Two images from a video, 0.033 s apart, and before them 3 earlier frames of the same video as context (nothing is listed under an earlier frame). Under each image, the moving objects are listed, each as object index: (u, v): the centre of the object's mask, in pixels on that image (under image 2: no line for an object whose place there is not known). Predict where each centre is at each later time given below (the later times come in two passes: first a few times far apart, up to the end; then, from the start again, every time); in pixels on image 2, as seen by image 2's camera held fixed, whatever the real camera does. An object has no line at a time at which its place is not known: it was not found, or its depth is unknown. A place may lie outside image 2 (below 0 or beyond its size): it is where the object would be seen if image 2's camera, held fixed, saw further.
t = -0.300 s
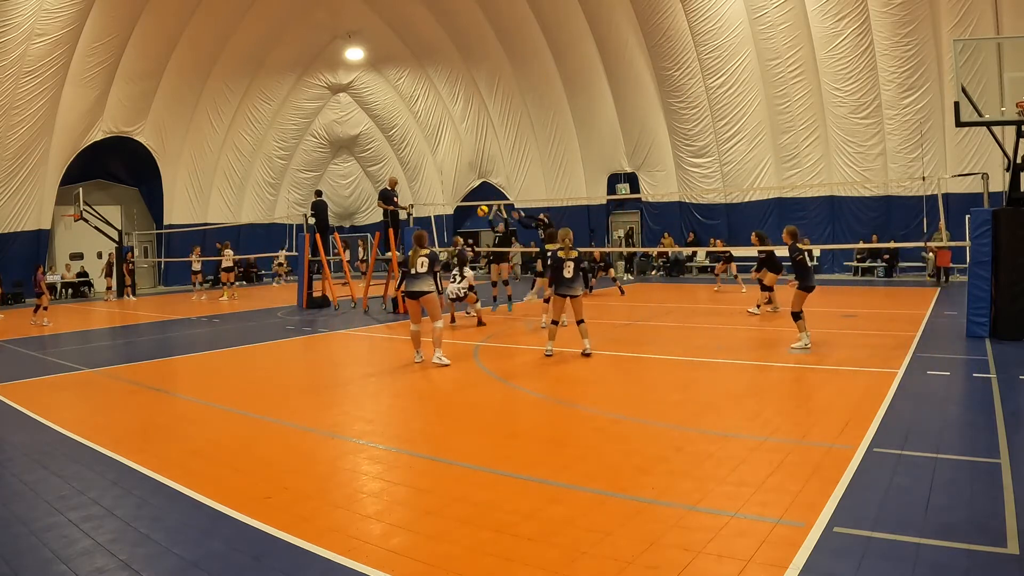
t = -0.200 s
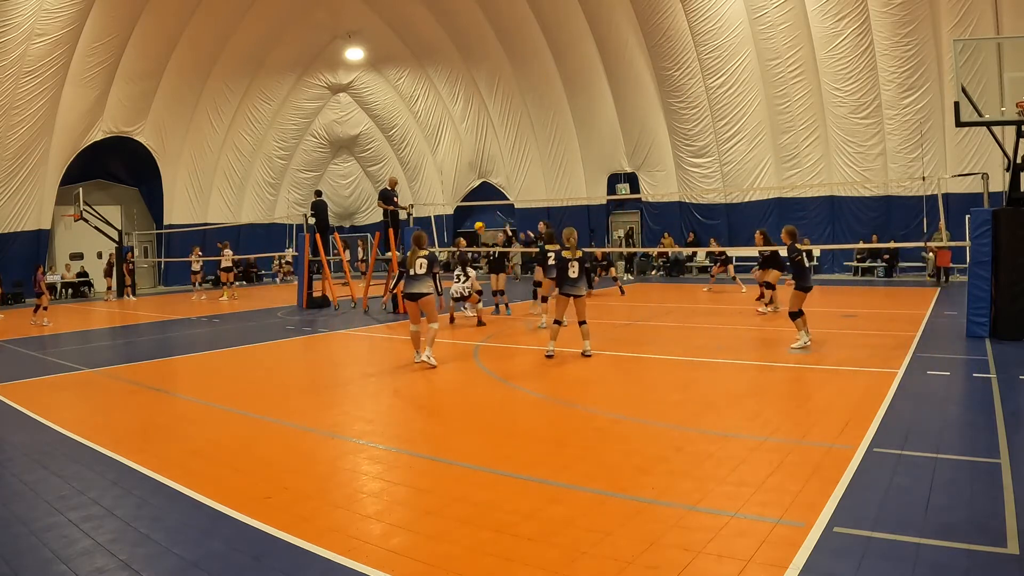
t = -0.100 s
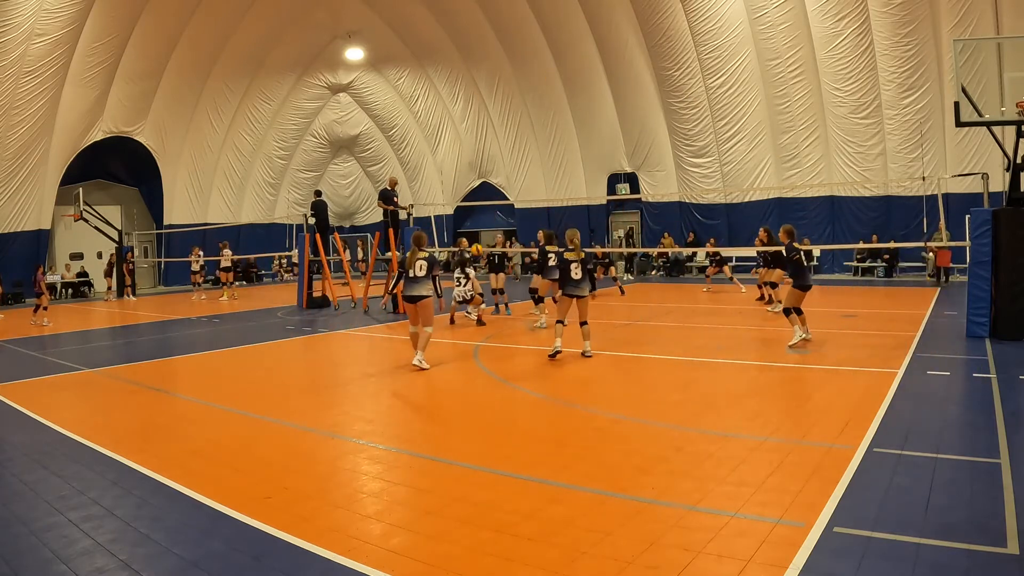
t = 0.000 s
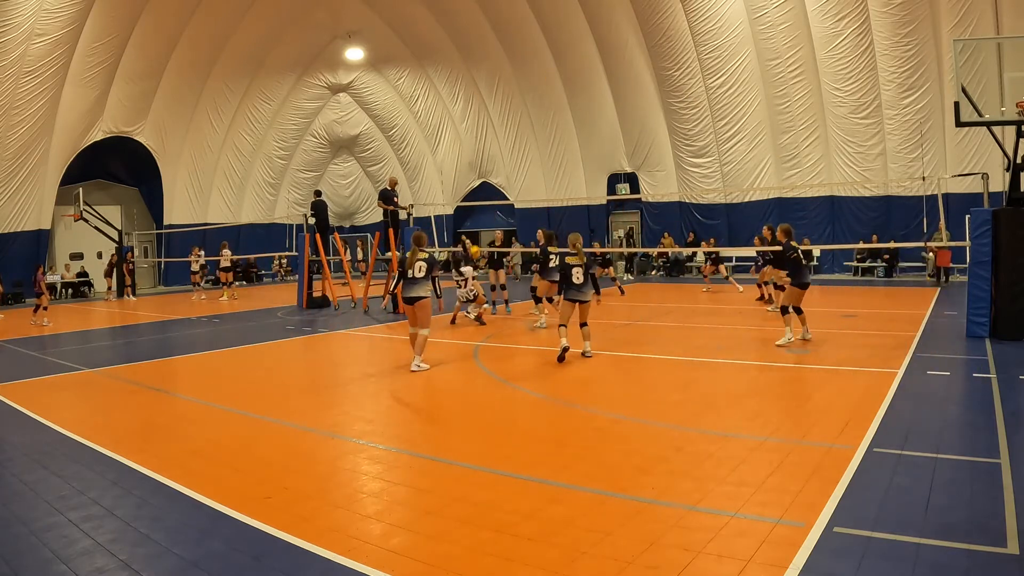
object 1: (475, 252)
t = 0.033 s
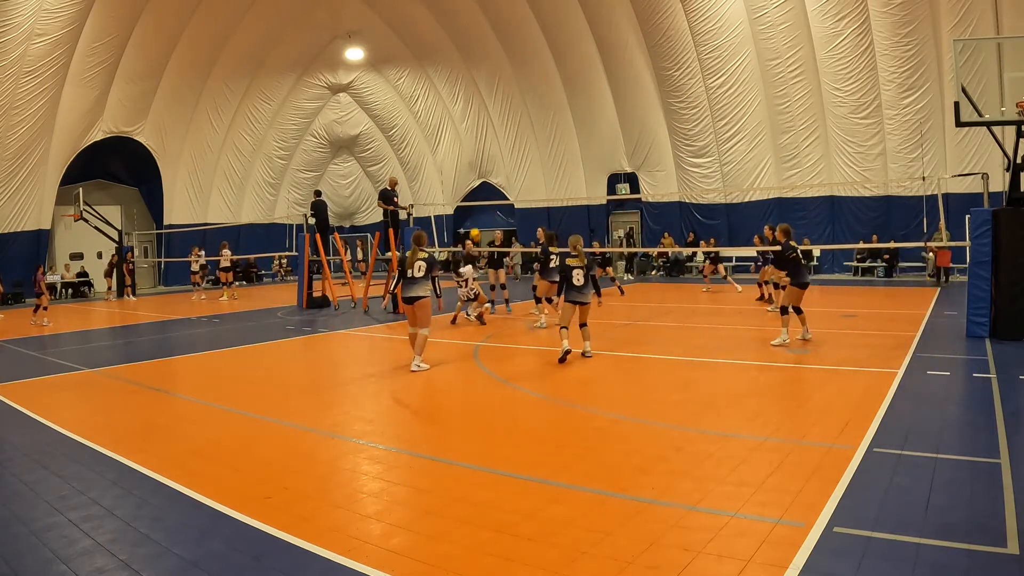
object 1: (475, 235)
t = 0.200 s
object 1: (475, 157)
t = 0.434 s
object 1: (476, 77)
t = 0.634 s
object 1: (476, 33)
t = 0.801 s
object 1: (478, 12)
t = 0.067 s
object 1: (475, 217)
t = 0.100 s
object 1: (475, 201)
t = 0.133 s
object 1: (475, 187)
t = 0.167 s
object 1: (476, 171)
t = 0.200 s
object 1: (475, 157)
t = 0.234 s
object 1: (475, 143)
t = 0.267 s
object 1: (475, 130)
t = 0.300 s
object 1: (474, 118)
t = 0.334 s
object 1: (475, 107)
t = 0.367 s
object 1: (475, 96)
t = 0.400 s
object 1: (475, 86)
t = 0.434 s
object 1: (476, 77)
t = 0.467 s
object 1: (475, 68)
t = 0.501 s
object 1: (475, 59)
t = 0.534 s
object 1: (475, 52)
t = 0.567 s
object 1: (476, 45)
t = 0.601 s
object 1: (476, 39)
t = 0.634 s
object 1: (476, 33)
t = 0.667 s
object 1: (477, 27)
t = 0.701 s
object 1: (478, 23)
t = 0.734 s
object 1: (478, 18)
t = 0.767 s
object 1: (478, 14)
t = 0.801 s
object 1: (478, 12)
